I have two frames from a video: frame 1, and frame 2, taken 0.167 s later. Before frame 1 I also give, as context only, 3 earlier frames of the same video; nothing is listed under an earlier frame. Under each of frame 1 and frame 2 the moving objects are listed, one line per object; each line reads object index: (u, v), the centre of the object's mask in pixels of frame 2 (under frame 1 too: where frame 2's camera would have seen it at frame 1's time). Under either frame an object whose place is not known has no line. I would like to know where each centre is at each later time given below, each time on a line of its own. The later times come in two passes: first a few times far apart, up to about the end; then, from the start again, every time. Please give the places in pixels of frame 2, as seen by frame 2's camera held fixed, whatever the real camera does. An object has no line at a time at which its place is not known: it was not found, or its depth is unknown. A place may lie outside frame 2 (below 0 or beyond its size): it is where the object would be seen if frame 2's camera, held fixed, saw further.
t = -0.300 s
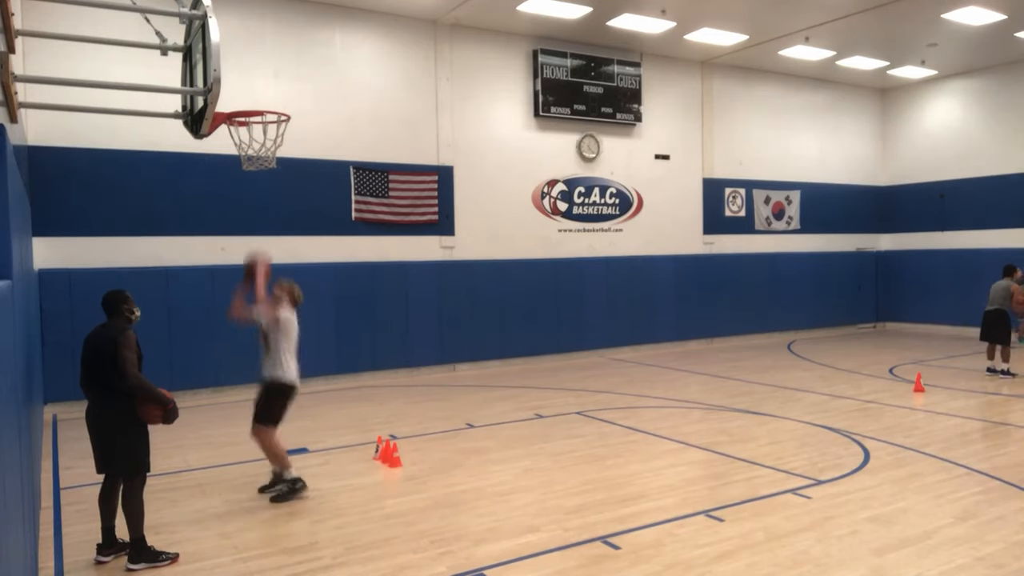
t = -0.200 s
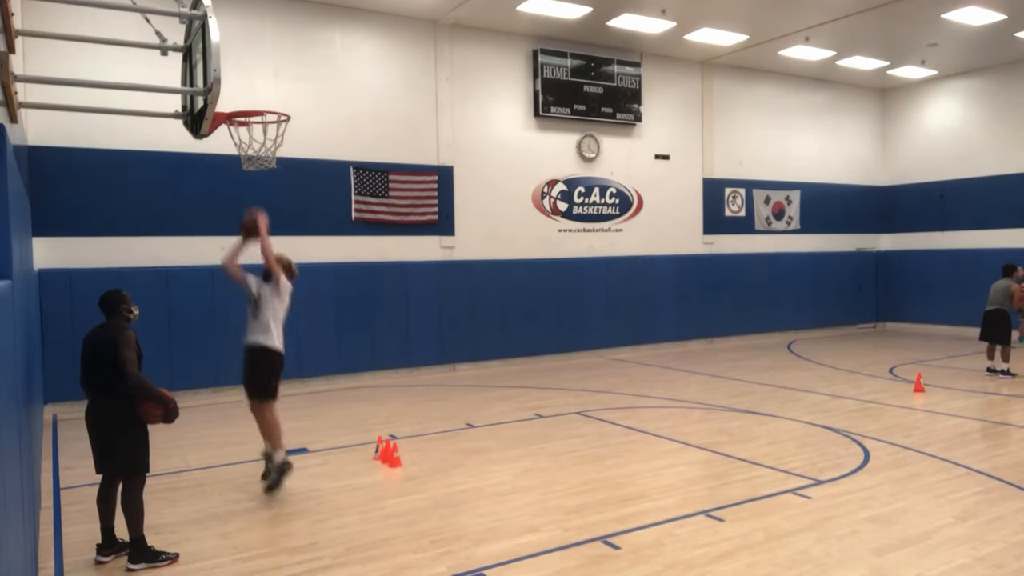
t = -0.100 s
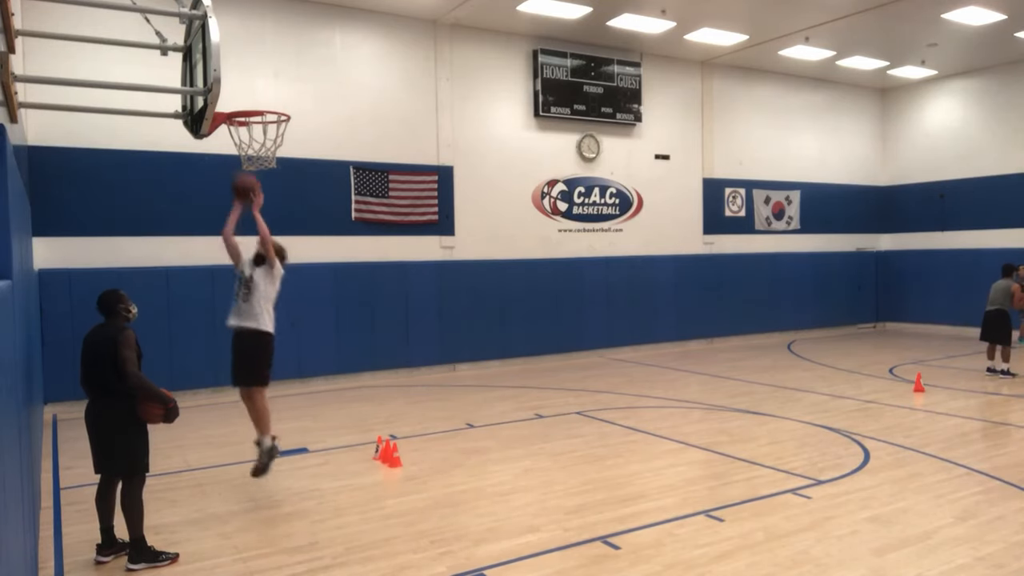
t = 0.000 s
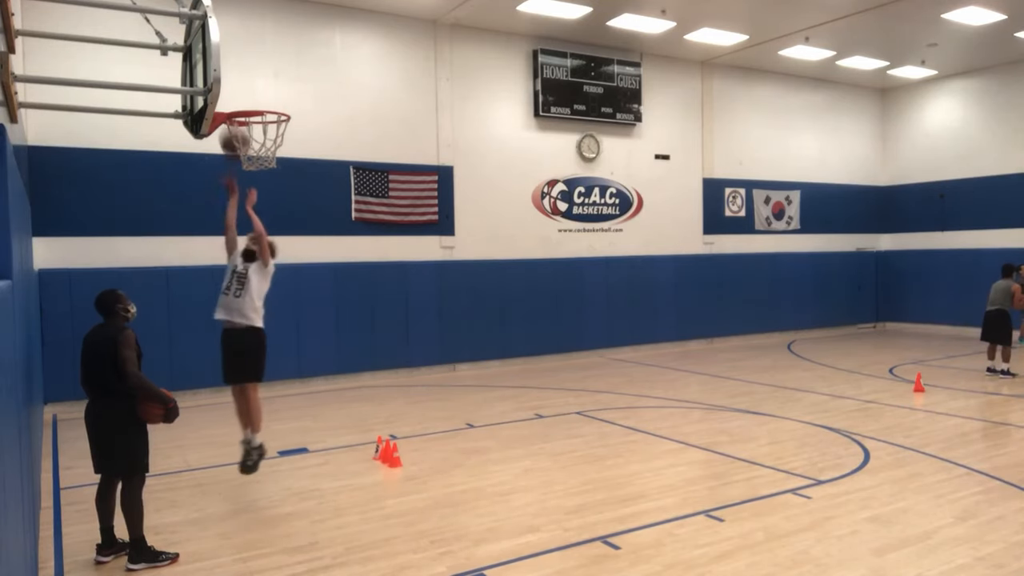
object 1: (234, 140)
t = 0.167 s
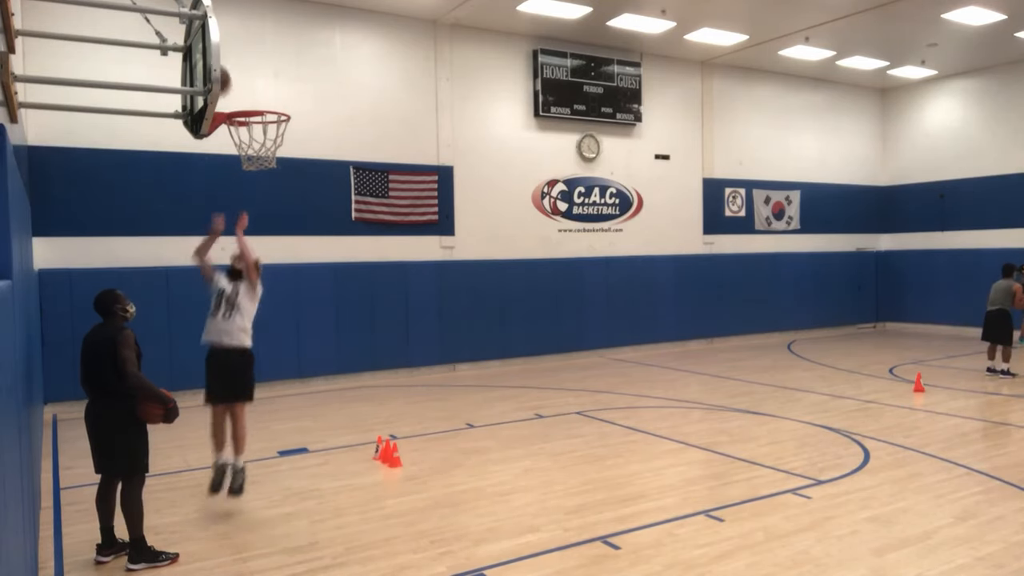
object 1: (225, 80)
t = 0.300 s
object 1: (231, 69)
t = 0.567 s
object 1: (268, 120)
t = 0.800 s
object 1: (270, 170)
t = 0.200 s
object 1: (224, 73)
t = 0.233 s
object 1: (226, 70)
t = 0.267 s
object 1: (229, 69)
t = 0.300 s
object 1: (231, 69)
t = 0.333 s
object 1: (234, 71)
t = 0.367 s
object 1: (238, 74)
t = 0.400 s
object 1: (243, 78)
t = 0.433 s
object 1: (248, 84)
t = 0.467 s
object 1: (253, 91)
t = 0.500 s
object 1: (258, 97)
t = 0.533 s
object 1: (264, 109)
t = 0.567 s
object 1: (268, 120)
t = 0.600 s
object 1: (275, 135)
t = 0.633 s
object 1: (277, 142)
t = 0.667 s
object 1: (277, 147)
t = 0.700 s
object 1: (276, 151)
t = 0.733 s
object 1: (274, 155)
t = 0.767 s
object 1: (272, 163)
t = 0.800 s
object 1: (270, 170)
